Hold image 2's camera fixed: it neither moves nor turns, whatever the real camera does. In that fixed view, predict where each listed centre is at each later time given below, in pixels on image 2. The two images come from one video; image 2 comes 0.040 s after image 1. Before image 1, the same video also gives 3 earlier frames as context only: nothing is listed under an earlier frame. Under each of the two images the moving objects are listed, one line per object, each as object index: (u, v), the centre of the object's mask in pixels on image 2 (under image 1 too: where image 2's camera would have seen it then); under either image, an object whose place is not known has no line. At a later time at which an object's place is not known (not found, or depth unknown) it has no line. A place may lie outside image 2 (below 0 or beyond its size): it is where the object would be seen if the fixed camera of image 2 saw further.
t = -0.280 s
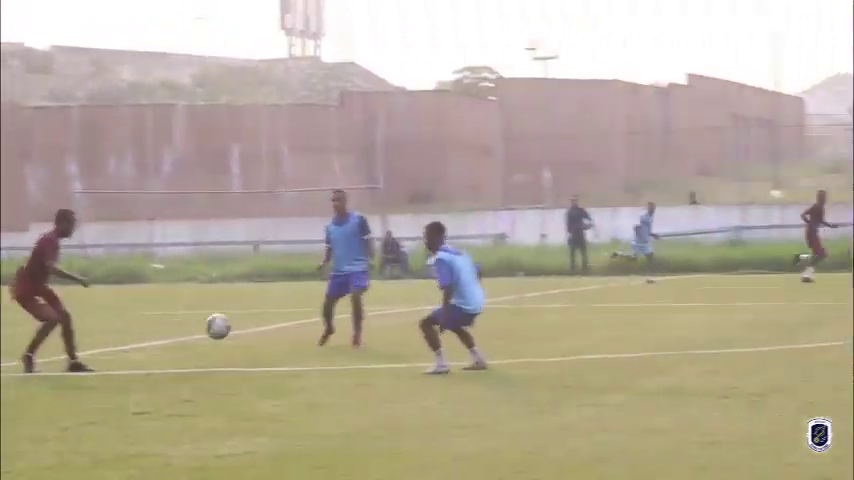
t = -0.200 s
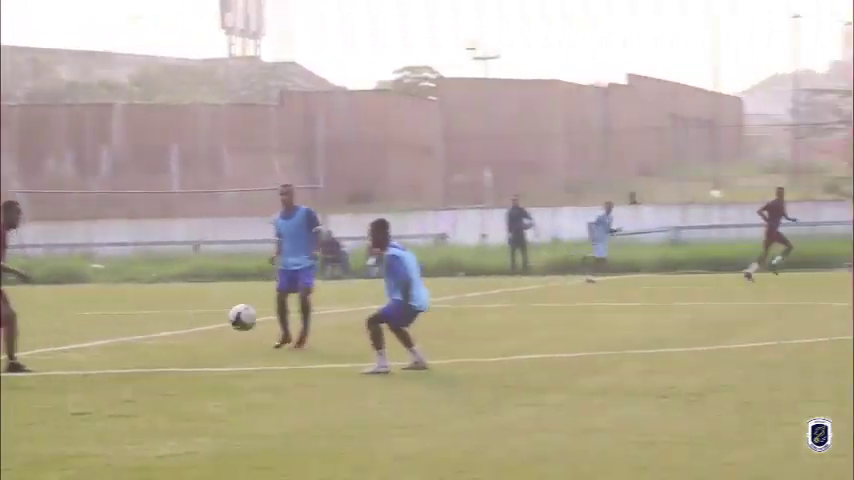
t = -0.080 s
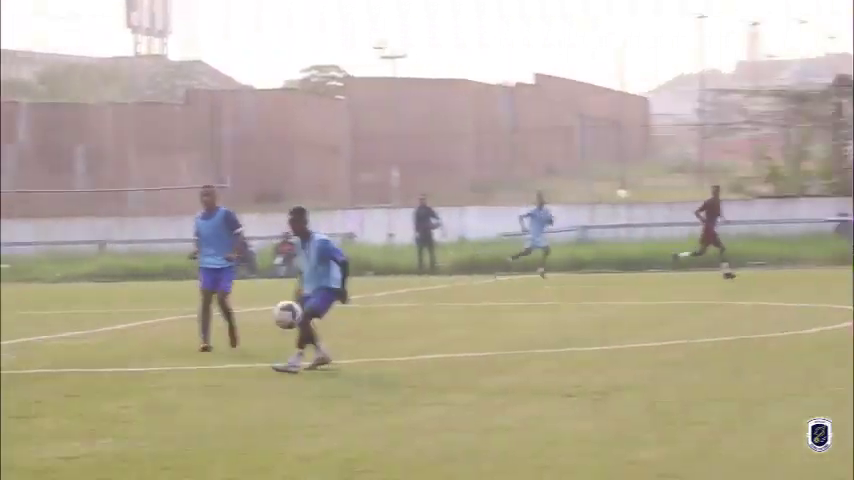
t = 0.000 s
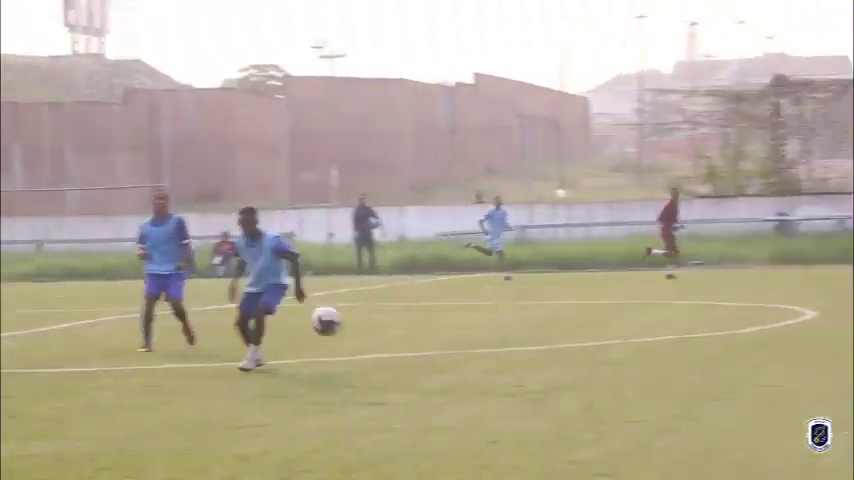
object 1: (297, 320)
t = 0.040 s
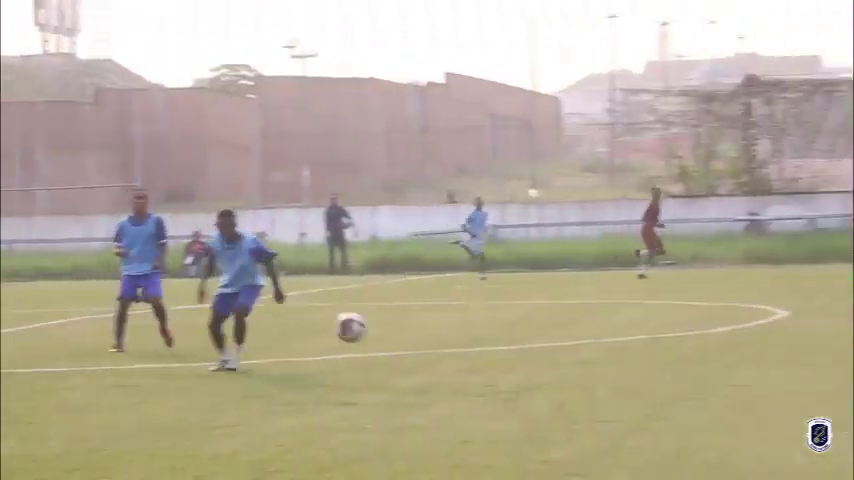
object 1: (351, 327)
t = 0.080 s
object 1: (403, 335)
